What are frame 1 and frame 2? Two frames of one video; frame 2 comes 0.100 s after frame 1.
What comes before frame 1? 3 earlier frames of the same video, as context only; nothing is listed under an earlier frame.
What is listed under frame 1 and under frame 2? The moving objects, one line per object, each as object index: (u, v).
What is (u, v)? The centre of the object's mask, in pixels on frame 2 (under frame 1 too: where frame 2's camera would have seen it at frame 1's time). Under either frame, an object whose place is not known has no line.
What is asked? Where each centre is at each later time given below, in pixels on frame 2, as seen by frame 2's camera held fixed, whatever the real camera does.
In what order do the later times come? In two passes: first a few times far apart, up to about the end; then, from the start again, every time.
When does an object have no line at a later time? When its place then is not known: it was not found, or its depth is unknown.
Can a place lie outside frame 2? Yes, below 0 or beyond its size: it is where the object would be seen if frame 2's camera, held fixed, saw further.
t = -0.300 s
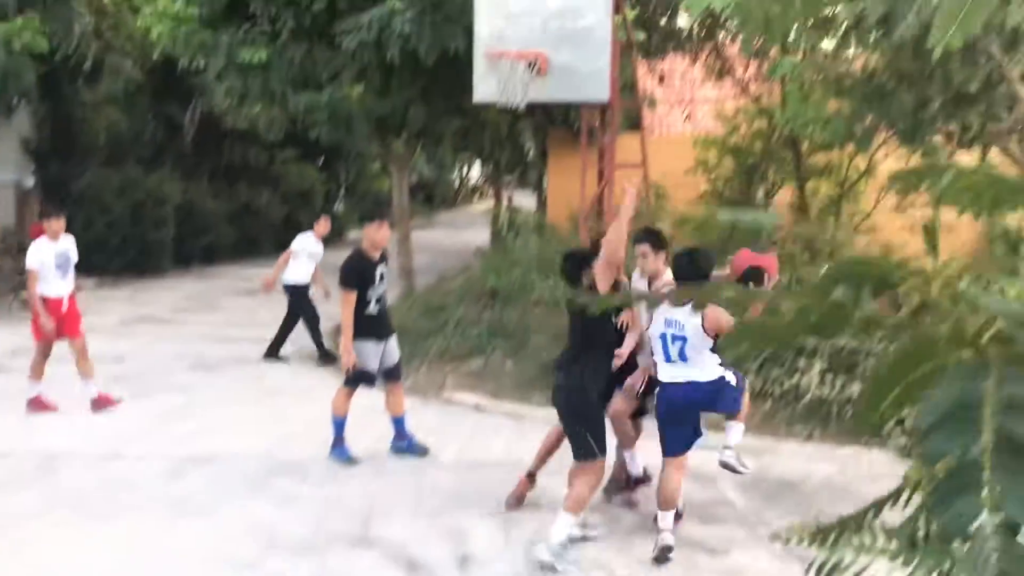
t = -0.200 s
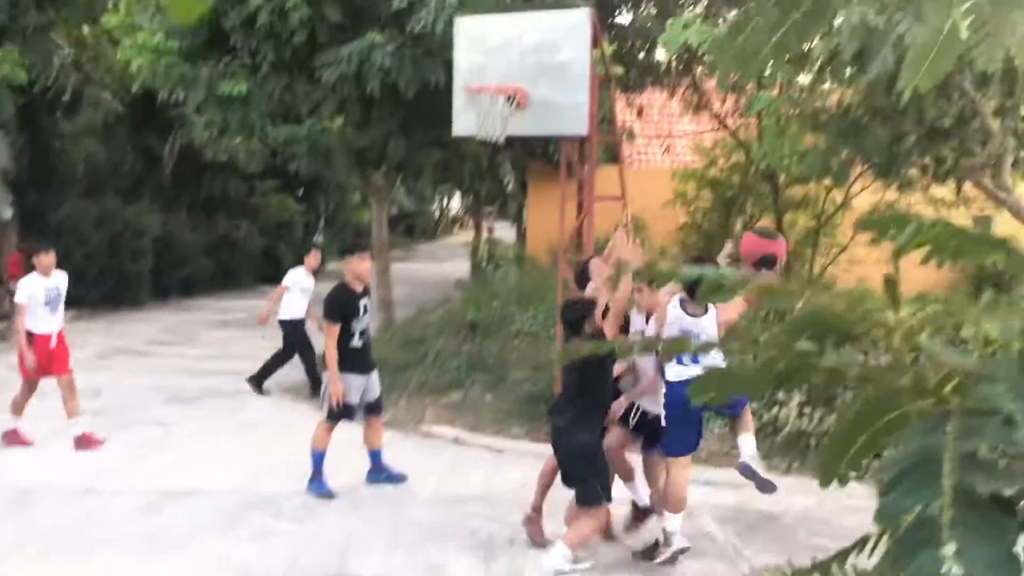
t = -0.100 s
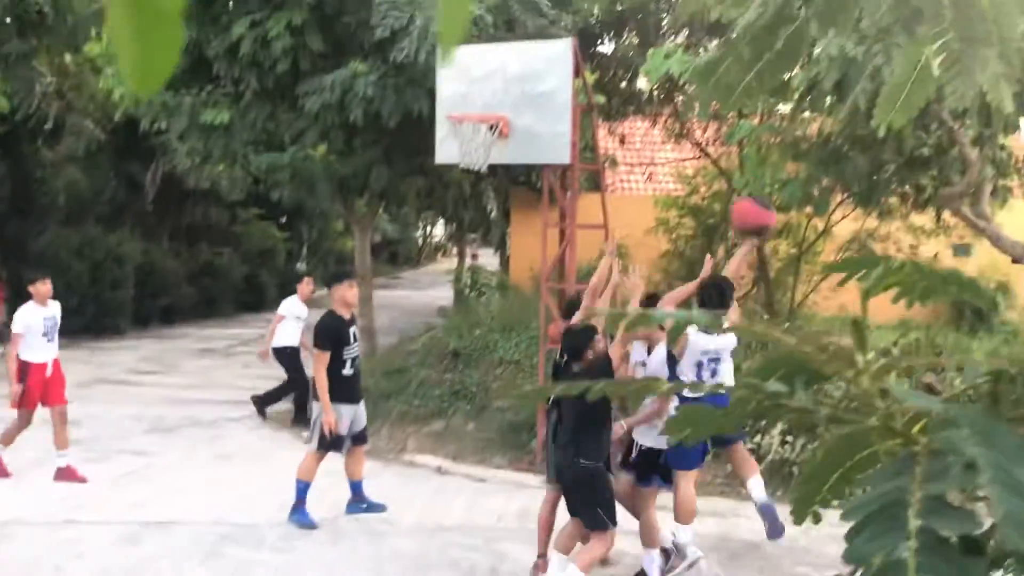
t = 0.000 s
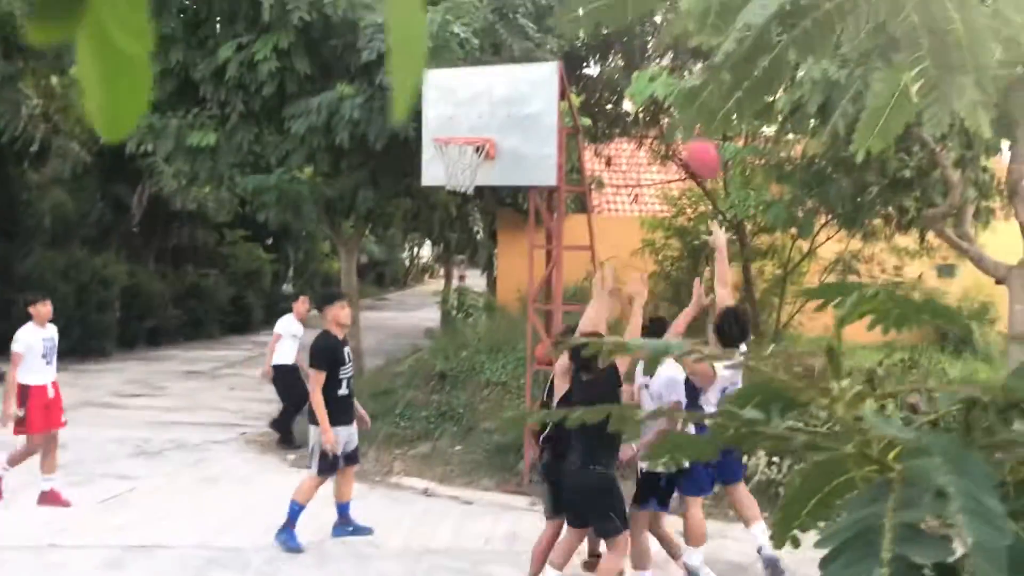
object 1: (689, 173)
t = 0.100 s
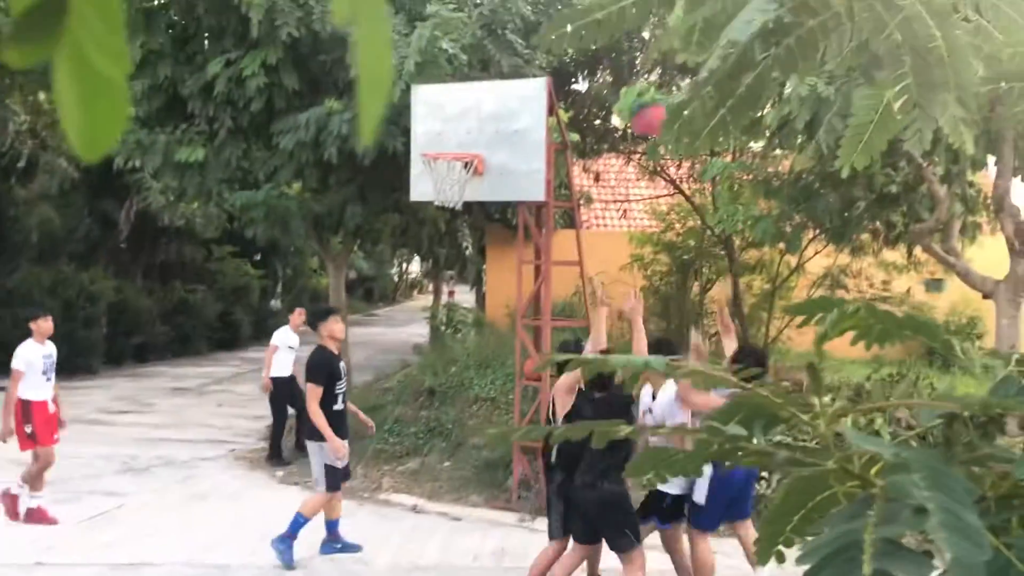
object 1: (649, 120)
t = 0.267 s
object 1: (581, 64)
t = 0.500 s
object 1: (505, 67)
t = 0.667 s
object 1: (455, 108)
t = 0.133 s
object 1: (635, 103)
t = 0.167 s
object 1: (620, 90)
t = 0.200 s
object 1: (607, 79)
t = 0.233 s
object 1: (594, 71)
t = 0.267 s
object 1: (581, 64)
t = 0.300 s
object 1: (571, 59)
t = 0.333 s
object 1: (560, 57)
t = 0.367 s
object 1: (546, 57)
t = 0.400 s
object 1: (533, 56)
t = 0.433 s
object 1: (525, 56)
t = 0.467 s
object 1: (516, 60)
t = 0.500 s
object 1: (505, 67)
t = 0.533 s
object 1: (493, 70)
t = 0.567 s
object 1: (483, 77)
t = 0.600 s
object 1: (474, 86)
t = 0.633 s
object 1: (464, 96)
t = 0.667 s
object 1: (455, 108)
